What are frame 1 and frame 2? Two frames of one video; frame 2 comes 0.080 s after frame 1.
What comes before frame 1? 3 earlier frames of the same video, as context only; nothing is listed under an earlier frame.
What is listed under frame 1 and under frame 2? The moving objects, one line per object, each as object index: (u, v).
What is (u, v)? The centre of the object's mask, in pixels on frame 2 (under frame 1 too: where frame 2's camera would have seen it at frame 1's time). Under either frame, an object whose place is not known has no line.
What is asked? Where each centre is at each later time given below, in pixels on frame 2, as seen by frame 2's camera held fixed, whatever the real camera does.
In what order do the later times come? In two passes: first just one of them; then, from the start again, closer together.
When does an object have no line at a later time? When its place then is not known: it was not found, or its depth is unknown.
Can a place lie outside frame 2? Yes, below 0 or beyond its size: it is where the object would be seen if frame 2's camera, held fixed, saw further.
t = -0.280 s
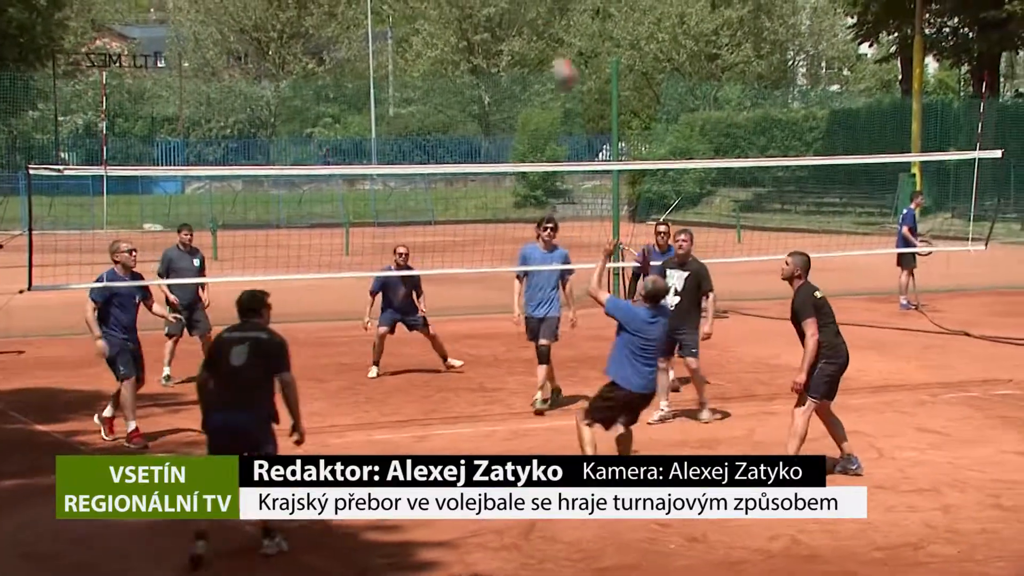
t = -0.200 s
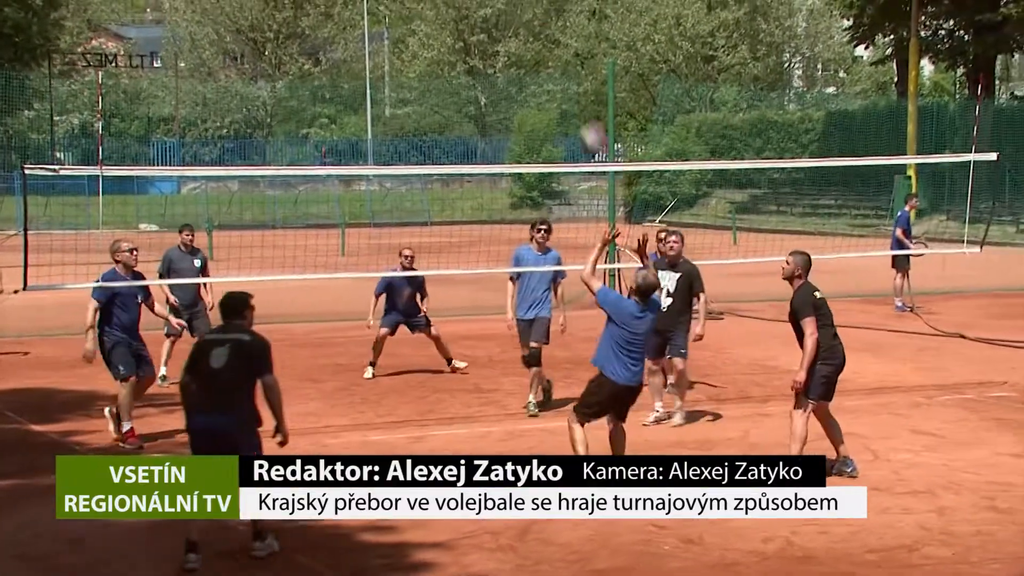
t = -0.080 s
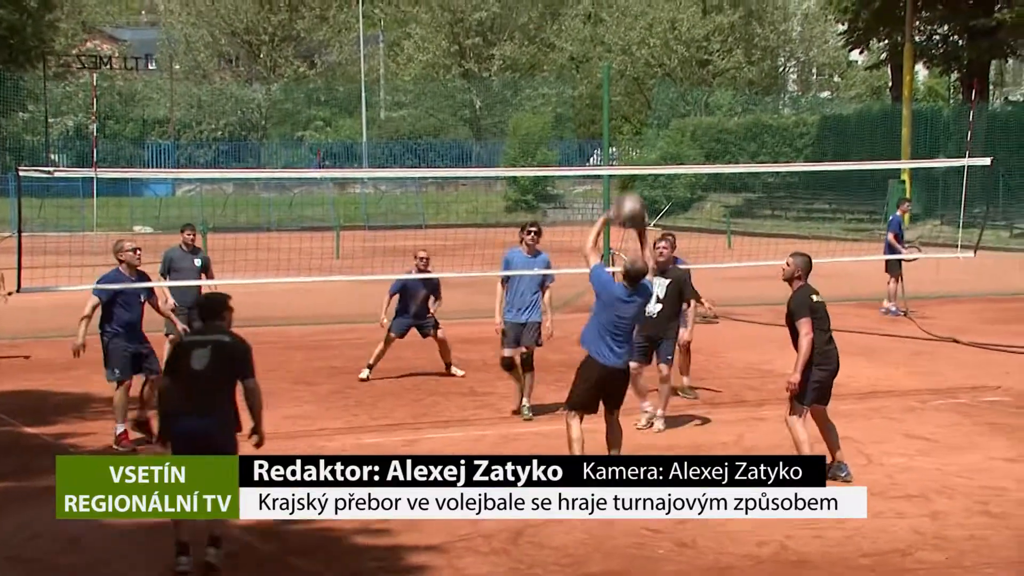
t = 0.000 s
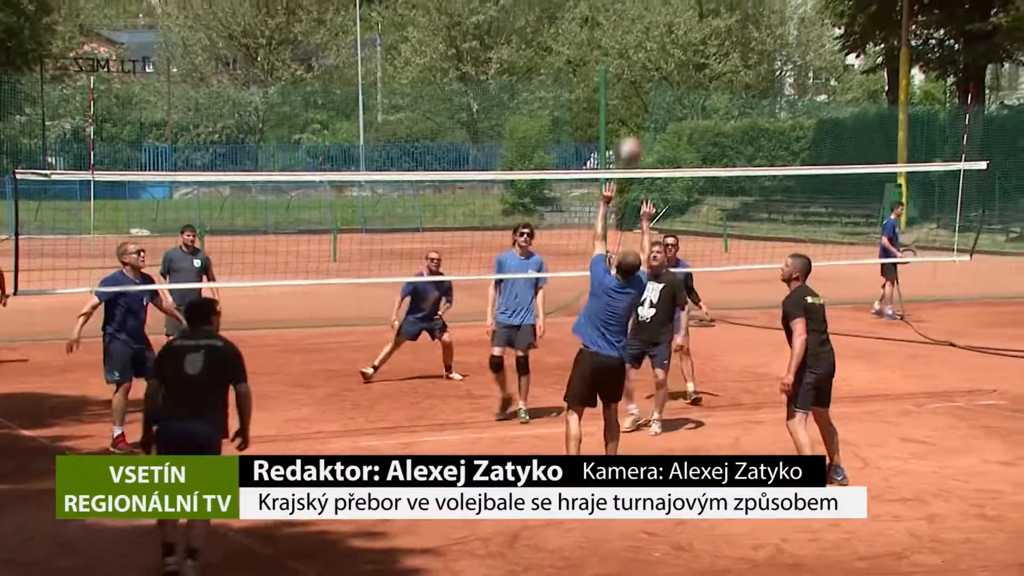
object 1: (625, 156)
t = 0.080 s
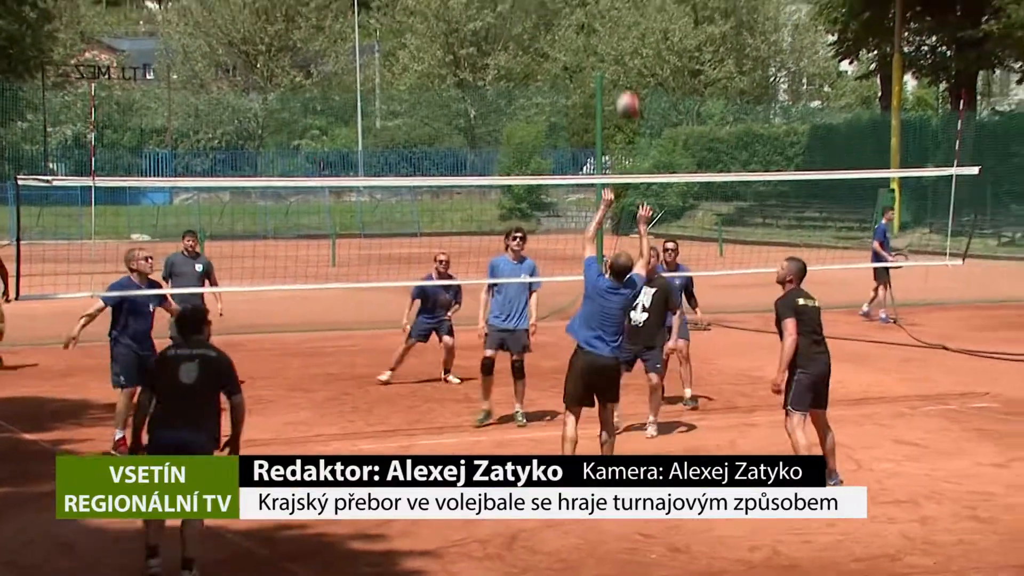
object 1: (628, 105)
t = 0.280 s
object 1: (629, 22)
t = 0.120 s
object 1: (628, 84)
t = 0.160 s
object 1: (628, 65)
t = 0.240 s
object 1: (628, 35)
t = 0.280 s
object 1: (629, 22)
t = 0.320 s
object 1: (629, 11)
